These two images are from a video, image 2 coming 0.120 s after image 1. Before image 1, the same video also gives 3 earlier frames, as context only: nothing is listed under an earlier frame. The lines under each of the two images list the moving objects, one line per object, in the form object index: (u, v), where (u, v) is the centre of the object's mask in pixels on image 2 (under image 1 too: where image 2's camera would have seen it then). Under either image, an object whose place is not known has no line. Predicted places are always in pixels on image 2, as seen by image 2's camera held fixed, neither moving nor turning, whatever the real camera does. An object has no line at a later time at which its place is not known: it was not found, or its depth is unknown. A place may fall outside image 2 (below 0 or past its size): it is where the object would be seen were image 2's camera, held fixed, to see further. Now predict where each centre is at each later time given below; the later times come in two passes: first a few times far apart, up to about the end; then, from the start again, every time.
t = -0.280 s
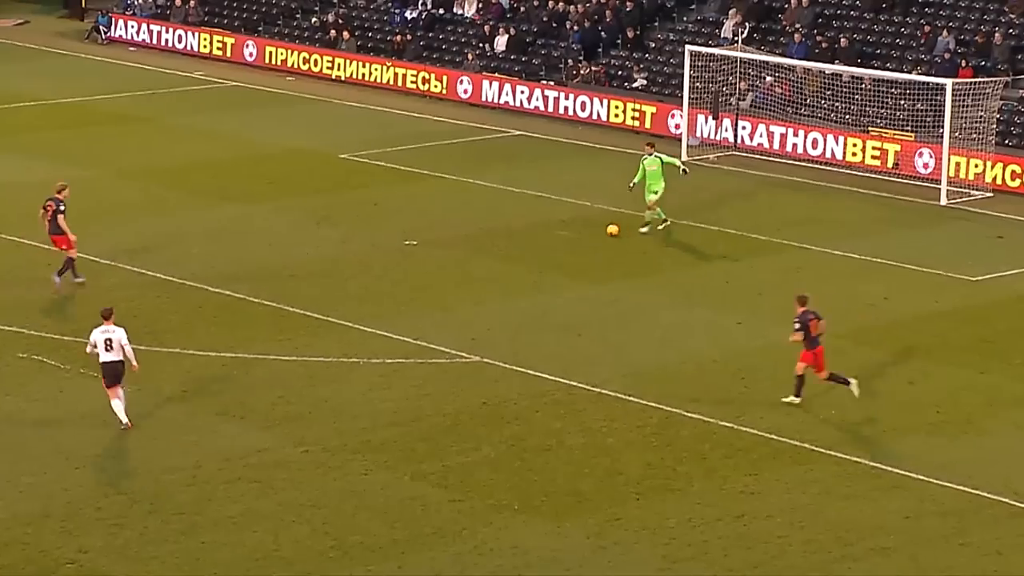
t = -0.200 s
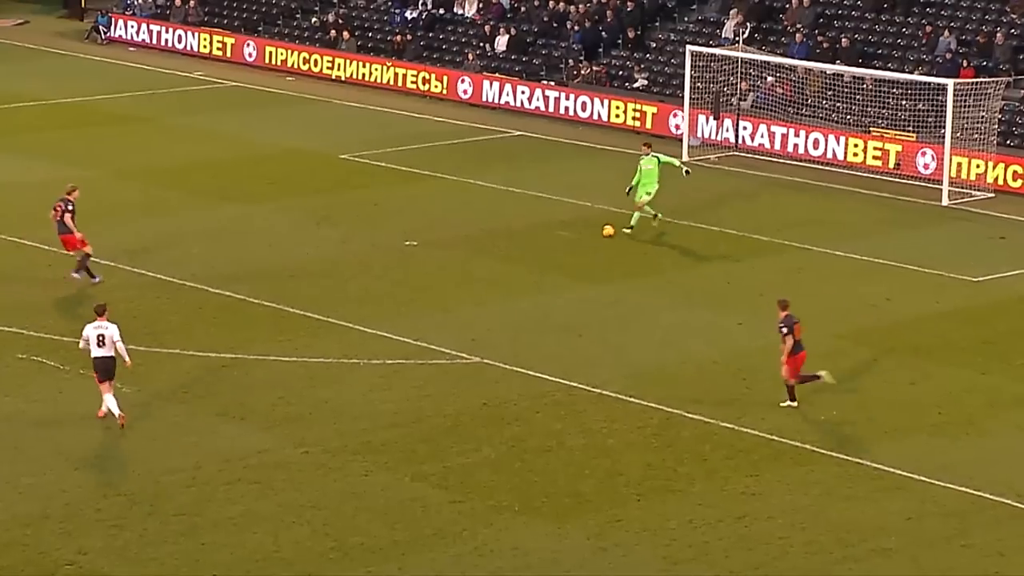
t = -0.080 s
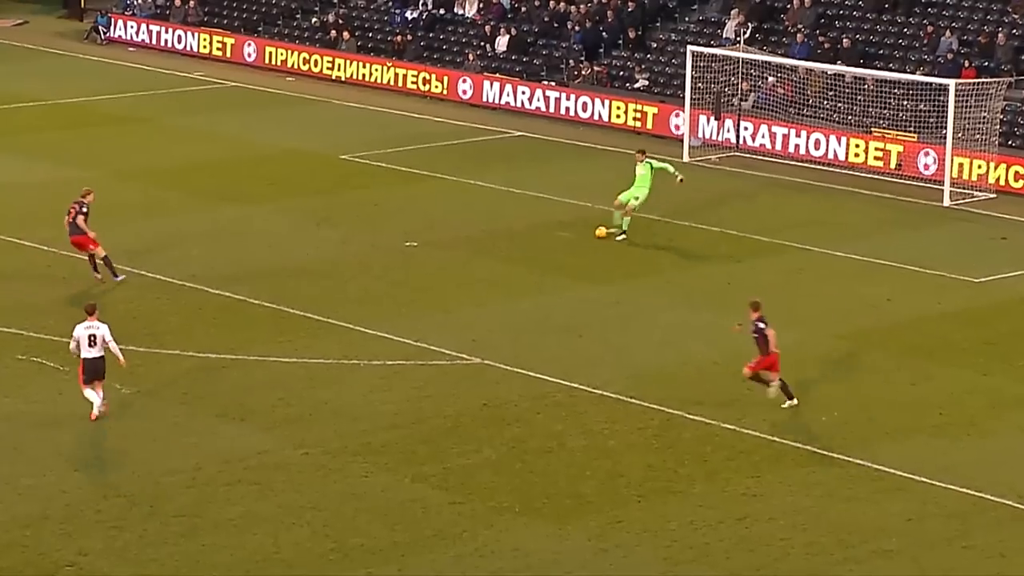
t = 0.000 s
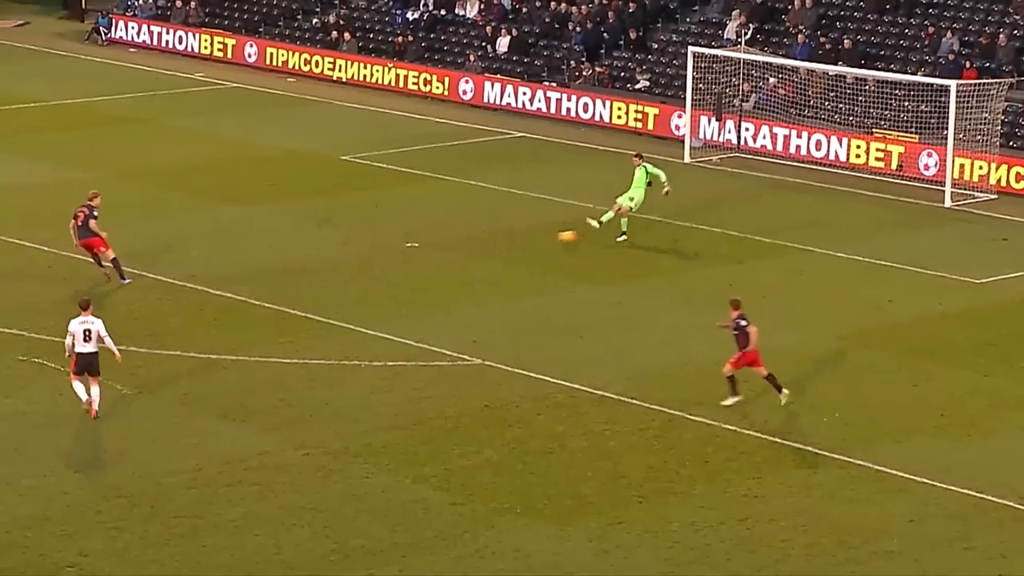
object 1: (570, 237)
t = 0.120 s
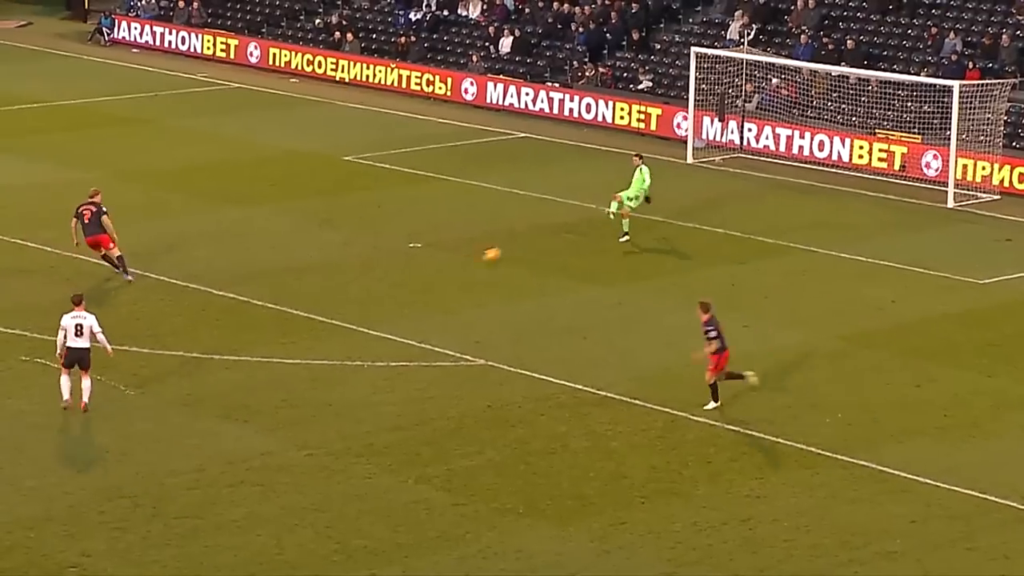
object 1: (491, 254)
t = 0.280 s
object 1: (391, 275)
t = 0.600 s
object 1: (199, 320)
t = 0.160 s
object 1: (465, 262)
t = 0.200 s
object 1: (441, 266)
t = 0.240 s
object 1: (416, 270)
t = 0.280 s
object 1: (391, 275)
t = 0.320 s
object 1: (366, 281)
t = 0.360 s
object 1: (341, 289)
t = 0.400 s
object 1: (317, 294)
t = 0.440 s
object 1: (293, 297)
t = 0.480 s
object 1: (270, 302)
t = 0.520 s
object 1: (246, 309)
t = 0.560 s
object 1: (222, 316)
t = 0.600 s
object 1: (199, 320)
